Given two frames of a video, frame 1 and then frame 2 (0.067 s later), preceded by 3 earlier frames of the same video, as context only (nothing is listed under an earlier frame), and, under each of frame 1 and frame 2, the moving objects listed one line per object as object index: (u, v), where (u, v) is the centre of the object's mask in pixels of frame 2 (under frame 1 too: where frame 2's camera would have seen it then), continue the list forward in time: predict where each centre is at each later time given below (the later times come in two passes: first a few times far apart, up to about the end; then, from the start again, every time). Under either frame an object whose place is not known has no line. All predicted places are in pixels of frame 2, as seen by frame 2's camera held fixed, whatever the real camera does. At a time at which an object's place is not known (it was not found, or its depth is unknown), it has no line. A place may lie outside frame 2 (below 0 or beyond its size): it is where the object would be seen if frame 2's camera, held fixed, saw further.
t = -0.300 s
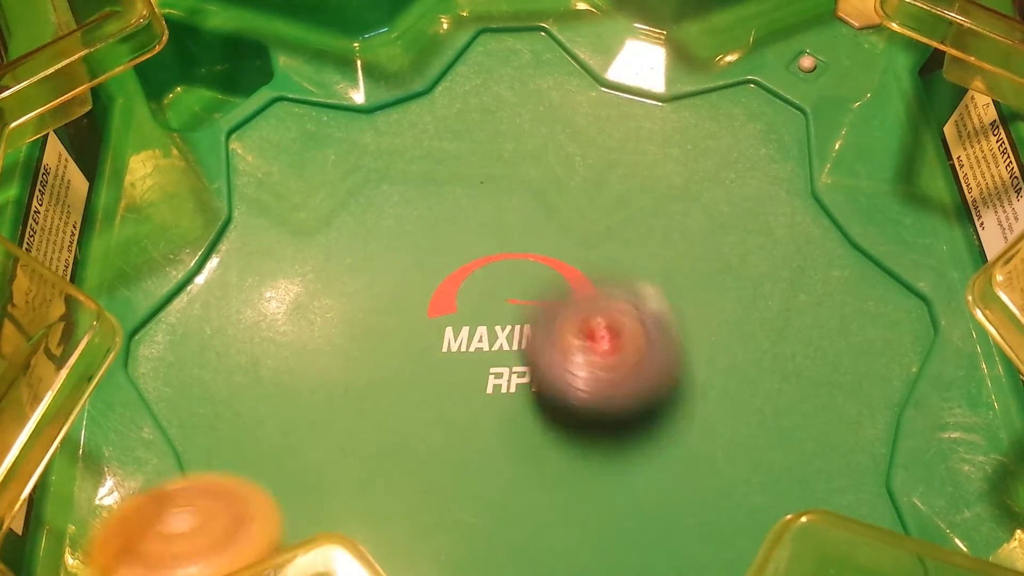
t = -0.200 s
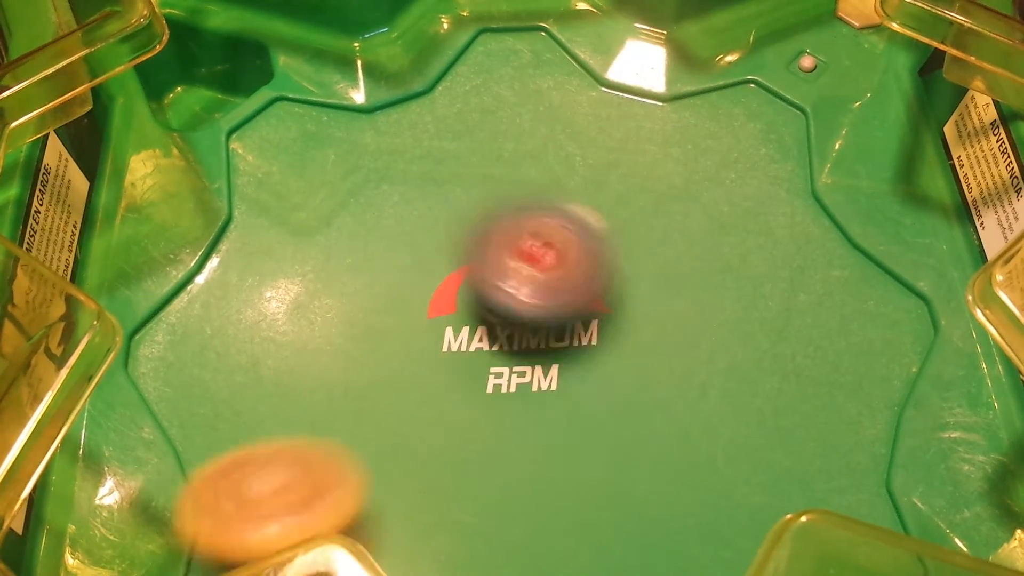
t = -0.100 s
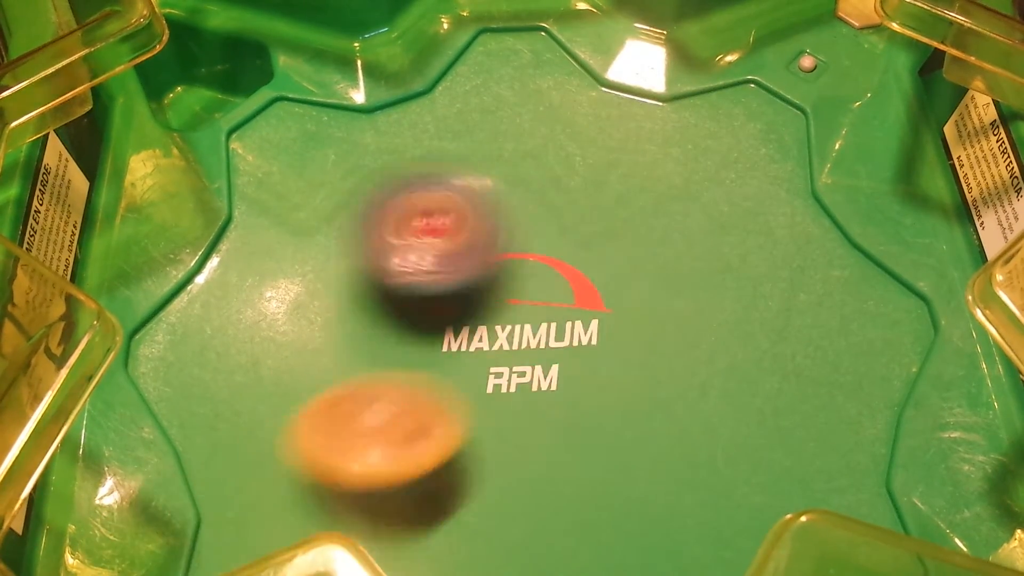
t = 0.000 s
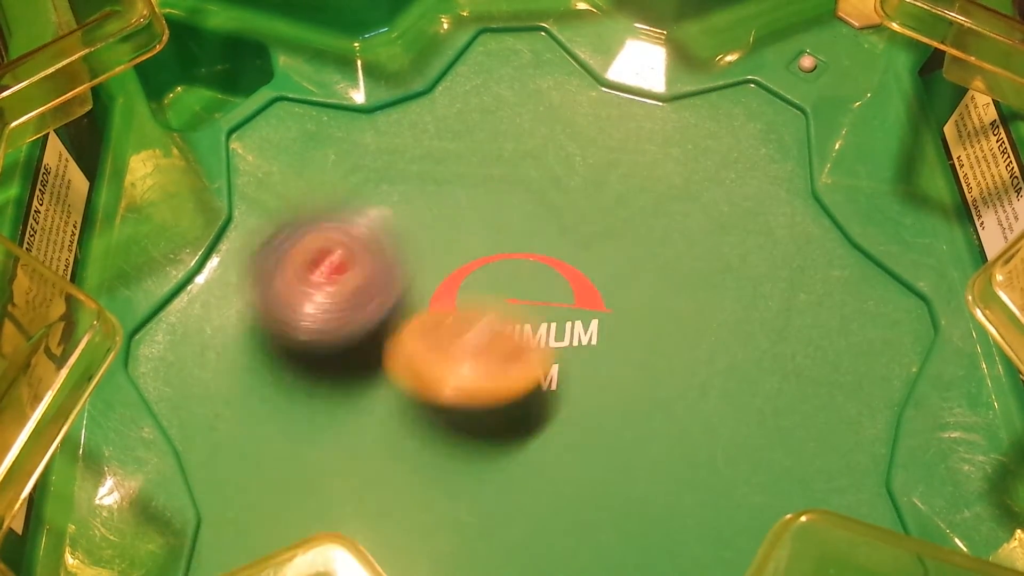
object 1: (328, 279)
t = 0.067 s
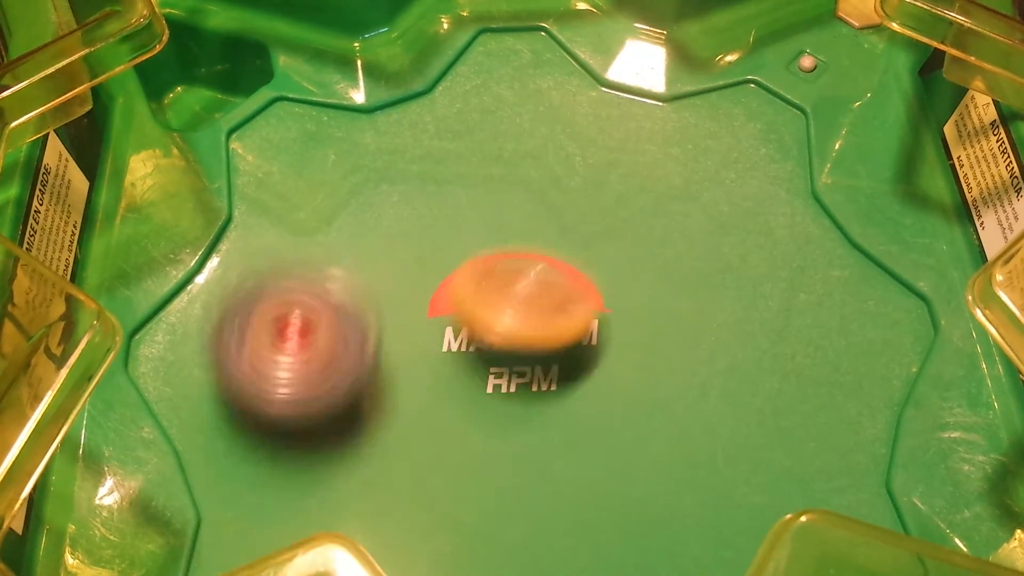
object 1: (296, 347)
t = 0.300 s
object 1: (565, 486)
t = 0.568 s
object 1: (667, 183)
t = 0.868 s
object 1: (294, 190)
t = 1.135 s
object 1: (446, 282)
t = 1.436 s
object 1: (413, 75)
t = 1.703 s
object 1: (466, 216)
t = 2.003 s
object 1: (655, 155)
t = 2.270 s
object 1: (764, 142)
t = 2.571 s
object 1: (788, 238)
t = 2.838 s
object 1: (864, 391)
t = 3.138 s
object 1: (756, 434)
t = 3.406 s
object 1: (746, 369)
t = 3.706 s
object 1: (456, 393)
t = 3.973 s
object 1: (760, 465)
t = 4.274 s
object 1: (756, 233)
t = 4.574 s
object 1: (783, 375)
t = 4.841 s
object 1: (780, 457)
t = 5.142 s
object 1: (792, 446)
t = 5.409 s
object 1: (606, 468)
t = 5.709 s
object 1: (499, 511)
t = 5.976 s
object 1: (431, 401)
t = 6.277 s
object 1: (325, 328)
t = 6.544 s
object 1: (395, 248)
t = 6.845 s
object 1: (456, 167)
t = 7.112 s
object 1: (573, 199)
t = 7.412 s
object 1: (716, 237)
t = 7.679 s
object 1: (804, 292)
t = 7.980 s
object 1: (723, 385)
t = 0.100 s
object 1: (299, 390)
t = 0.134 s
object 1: (319, 434)
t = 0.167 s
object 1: (358, 464)
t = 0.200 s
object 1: (405, 488)
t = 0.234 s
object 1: (459, 500)
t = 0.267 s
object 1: (515, 498)
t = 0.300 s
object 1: (565, 486)
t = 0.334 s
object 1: (613, 463)
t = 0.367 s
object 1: (651, 429)
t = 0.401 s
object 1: (680, 392)
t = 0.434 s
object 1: (698, 353)
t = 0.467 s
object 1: (707, 309)
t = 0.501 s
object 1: (701, 262)
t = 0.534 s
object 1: (688, 221)
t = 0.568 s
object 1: (667, 183)
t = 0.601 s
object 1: (634, 152)
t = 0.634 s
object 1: (598, 127)
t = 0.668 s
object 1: (554, 108)
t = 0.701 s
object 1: (510, 93)
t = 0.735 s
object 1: (461, 92)
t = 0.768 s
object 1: (409, 102)
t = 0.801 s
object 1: (364, 120)
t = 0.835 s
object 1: (322, 153)
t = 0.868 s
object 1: (294, 190)
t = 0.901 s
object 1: (278, 237)
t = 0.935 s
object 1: (274, 293)
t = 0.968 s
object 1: (282, 346)
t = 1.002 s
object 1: (310, 397)
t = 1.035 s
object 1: (351, 388)
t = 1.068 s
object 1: (382, 350)
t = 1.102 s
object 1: (417, 317)
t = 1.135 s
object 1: (446, 282)
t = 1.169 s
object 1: (466, 252)
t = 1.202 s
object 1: (478, 225)
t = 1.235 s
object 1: (482, 195)
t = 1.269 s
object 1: (481, 169)
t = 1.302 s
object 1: (474, 143)
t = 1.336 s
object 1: (463, 119)
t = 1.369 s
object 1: (449, 98)
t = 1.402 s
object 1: (432, 81)
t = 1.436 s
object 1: (413, 75)
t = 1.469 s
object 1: (404, 97)
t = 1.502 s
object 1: (395, 119)
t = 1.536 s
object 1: (389, 138)
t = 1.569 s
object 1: (386, 155)
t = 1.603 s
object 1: (393, 170)
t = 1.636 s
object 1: (409, 185)
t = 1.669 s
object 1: (437, 201)
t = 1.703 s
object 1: (466, 216)
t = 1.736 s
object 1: (492, 223)
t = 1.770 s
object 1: (521, 226)
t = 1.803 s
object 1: (550, 225)
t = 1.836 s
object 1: (576, 221)
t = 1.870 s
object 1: (598, 212)
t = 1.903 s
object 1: (619, 200)
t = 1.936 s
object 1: (637, 186)
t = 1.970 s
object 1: (649, 172)
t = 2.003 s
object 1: (655, 155)
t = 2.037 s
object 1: (655, 138)
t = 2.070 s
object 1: (651, 126)
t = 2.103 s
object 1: (668, 129)
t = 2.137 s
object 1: (688, 133)
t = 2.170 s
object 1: (708, 139)
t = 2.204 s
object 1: (728, 142)
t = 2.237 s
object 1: (747, 142)
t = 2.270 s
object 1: (764, 142)
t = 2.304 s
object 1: (778, 143)
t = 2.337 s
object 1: (788, 144)
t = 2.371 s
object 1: (795, 148)
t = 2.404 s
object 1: (797, 156)
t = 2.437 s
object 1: (797, 167)
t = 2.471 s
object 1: (797, 180)
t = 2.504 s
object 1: (793, 197)
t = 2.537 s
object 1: (789, 216)
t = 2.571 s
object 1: (788, 238)
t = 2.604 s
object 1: (791, 262)
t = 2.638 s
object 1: (794, 286)
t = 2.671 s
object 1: (800, 311)
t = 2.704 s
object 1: (810, 334)
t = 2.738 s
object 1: (822, 352)
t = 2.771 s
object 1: (835, 368)
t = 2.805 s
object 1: (850, 381)
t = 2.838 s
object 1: (864, 391)
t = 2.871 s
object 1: (873, 399)
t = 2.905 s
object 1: (877, 403)
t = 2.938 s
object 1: (877, 408)
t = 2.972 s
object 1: (870, 411)
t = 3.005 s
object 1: (859, 413)
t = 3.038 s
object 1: (840, 414)
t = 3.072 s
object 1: (815, 417)
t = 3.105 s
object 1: (786, 424)
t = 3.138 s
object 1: (756, 434)
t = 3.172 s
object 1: (724, 447)
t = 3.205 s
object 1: (702, 461)
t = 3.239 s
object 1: (730, 458)
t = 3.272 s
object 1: (753, 449)
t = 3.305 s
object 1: (768, 433)
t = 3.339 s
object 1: (772, 412)
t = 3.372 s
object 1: (764, 389)
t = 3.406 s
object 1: (746, 369)
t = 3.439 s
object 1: (720, 354)
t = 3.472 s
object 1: (687, 342)
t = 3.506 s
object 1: (654, 335)
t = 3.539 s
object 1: (618, 334)
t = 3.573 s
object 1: (583, 337)
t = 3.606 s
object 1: (547, 348)
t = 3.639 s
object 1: (512, 360)
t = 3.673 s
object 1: (480, 376)
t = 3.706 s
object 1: (456, 393)
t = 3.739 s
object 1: (435, 415)
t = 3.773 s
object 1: (468, 449)
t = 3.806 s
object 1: (540, 483)
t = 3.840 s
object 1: (605, 502)
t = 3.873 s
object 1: (656, 505)
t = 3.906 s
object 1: (693, 499)
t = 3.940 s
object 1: (728, 484)
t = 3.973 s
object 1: (760, 465)
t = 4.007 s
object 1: (786, 445)
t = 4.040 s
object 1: (806, 424)
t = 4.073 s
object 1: (816, 396)
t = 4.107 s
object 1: (825, 366)
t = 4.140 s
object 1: (825, 338)
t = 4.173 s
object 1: (817, 308)
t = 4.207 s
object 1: (802, 280)
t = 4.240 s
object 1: (784, 254)
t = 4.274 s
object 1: (756, 233)
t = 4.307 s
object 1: (727, 217)
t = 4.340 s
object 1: (735, 245)
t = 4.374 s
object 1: (757, 289)
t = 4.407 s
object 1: (765, 323)
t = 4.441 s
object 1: (767, 345)
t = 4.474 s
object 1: (769, 358)
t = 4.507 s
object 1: (773, 364)
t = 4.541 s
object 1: (779, 369)
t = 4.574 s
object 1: (783, 375)
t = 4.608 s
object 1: (783, 378)
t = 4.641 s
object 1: (777, 381)
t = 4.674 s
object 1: (767, 384)
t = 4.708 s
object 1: (755, 387)
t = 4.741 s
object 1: (738, 392)
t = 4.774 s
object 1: (746, 421)
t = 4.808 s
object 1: (763, 444)
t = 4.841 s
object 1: (780, 457)
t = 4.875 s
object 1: (799, 466)
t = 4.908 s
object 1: (820, 473)
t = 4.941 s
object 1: (844, 476)
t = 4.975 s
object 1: (860, 476)
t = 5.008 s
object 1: (866, 473)
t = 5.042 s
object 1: (862, 468)
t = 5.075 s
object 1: (844, 460)
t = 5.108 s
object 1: (820, 452)
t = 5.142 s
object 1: (792, 446)
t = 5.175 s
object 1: (759, 441)
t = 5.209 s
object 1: (726, 437)
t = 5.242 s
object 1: (695, 436)
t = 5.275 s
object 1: (686, 439)
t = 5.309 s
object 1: (670, 444)
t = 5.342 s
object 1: (648, 451)
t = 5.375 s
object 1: (628, 457)
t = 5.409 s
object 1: (606, 468)
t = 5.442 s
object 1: (586, 476)
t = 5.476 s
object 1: (566, 485)
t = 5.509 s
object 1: (548, 495)
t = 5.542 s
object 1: (532, 504)
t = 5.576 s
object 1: (519, 510)
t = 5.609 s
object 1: (511, 513)
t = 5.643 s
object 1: (507, 515)
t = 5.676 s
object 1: (504, 515)
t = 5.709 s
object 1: (499, 511)
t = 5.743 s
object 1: (497, 506)
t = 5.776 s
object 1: (496, 496)
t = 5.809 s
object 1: (491, 483)
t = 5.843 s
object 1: (483, 467)
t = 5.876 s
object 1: (469, 452)
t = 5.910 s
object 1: (458, 434)
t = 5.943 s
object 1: (443, 416)
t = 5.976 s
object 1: (431, 401)
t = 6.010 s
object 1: (414, 383)
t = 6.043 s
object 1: (399, 370)
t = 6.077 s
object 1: (384, 358)
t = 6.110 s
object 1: (369, 347)
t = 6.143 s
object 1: (357, 335)
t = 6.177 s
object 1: (342, 328)
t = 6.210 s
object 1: (330, 326)
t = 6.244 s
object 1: (325, 327)
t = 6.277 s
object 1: (325, 328)
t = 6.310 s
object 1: (331, 326)
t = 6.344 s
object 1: (341, 330)
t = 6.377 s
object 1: (355, 325)
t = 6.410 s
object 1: (367, 315)
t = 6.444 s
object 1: (374, 295)
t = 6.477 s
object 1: (382, 280)
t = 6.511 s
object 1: (388, 264)
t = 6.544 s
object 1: (395, 248)
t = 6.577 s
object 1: (402, 234)
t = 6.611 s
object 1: (409, 220)
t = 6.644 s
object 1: (414, 207)
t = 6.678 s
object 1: (421, 194)
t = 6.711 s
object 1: (427, 185)
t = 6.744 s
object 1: (432, 175)
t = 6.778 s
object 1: (440, 169)
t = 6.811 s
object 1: (447, 168)
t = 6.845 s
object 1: (456, 167)
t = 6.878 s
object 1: (467, 167)
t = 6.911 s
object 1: (478, 170)
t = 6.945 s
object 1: (491, 174)
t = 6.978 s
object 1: (506, 178)
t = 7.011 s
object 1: (521, 184)
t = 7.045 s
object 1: (537, 189)
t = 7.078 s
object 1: (554, 194)
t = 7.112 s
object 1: (573, 199)
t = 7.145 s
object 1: (591, 204)
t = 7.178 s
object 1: (610, 208)
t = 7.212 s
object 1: (629, 212)
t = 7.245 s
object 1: (646, 217)
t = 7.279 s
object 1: (662, 221)
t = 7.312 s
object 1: (679, 225)
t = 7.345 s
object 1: (693, 229)
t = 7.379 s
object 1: (706, 233)
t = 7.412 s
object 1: (716, 237)
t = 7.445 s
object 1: (724, 242)
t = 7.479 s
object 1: (730, 249)
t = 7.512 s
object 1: (733, 256)
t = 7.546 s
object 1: (737, 264)
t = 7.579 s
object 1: (769, 271)
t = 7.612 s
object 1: (787, 280)
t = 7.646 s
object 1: (796, 286)
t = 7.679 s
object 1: (804, 292)
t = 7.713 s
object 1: (808, 300)
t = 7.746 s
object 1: (807, 309)
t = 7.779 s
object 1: (802, 318)
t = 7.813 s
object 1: (795, 329)
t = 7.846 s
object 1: (785, 338)
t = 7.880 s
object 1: (771, 350)
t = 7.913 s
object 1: (757, 362)
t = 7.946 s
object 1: (740, 374)
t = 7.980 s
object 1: (723, 385)
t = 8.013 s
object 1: (705, 396)
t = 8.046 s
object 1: (685, 408)
